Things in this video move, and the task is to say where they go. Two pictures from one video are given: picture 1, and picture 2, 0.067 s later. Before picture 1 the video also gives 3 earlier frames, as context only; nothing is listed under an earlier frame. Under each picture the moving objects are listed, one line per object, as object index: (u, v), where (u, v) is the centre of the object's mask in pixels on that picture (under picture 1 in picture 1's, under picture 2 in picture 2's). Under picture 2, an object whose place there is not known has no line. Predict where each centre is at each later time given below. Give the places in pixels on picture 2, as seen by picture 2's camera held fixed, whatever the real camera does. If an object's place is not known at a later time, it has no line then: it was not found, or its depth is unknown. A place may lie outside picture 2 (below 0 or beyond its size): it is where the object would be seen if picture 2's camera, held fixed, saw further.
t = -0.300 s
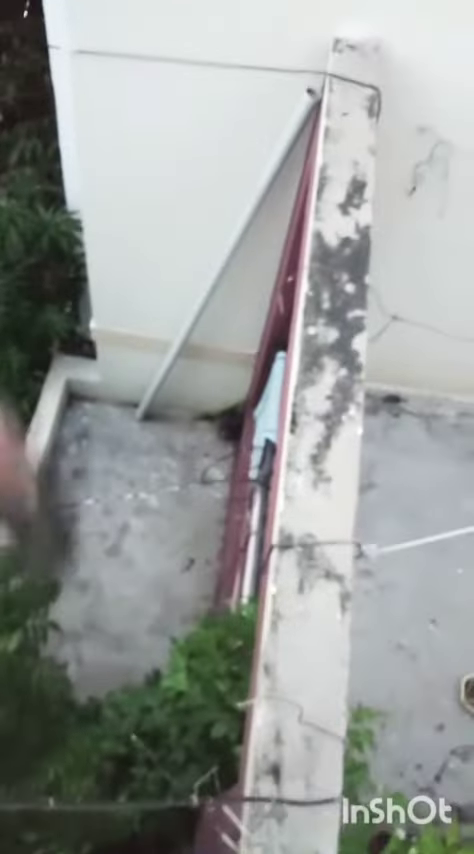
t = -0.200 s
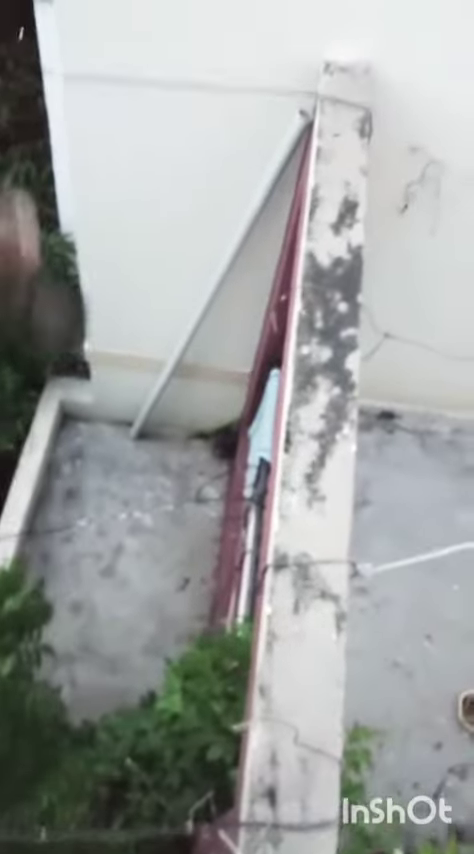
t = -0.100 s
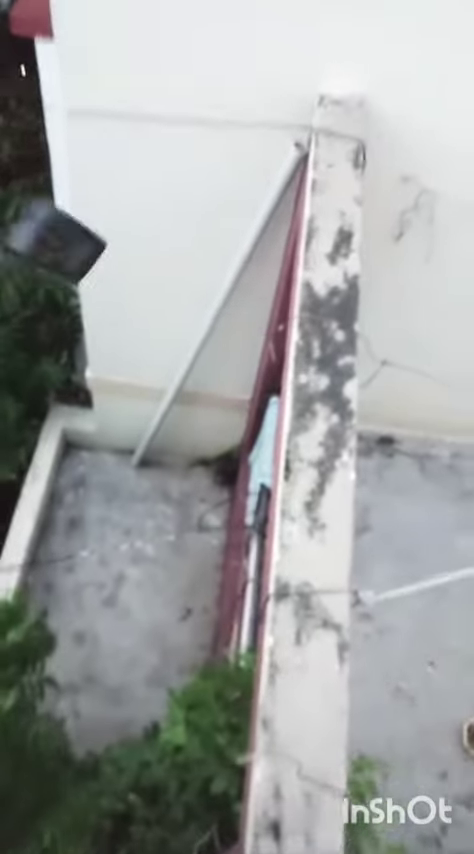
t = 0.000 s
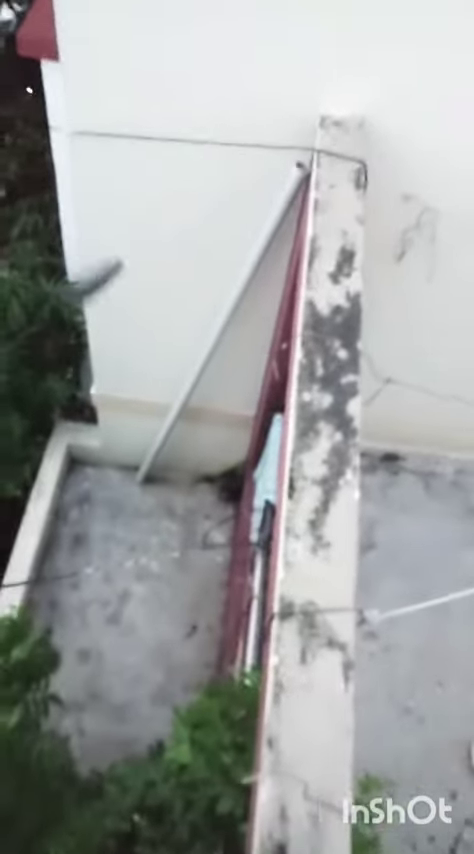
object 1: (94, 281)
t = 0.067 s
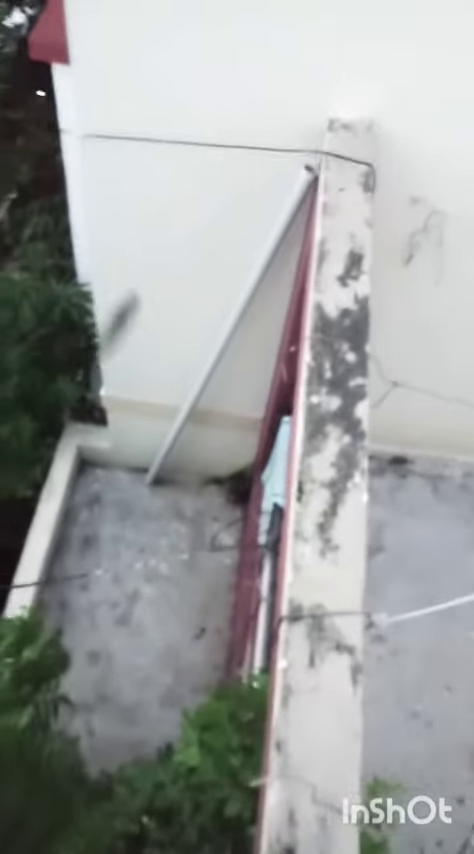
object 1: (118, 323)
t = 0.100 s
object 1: (124, 343)
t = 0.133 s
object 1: (127, 365)
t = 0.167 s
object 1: (127, 387)
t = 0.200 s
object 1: (137, 408)
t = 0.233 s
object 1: (140, 424)
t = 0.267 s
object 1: (141, 448)
